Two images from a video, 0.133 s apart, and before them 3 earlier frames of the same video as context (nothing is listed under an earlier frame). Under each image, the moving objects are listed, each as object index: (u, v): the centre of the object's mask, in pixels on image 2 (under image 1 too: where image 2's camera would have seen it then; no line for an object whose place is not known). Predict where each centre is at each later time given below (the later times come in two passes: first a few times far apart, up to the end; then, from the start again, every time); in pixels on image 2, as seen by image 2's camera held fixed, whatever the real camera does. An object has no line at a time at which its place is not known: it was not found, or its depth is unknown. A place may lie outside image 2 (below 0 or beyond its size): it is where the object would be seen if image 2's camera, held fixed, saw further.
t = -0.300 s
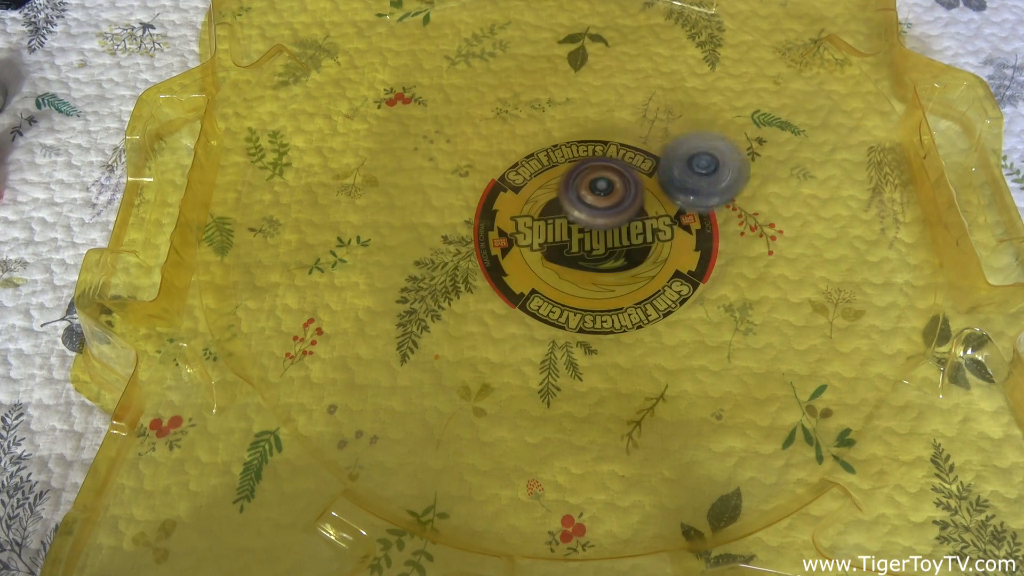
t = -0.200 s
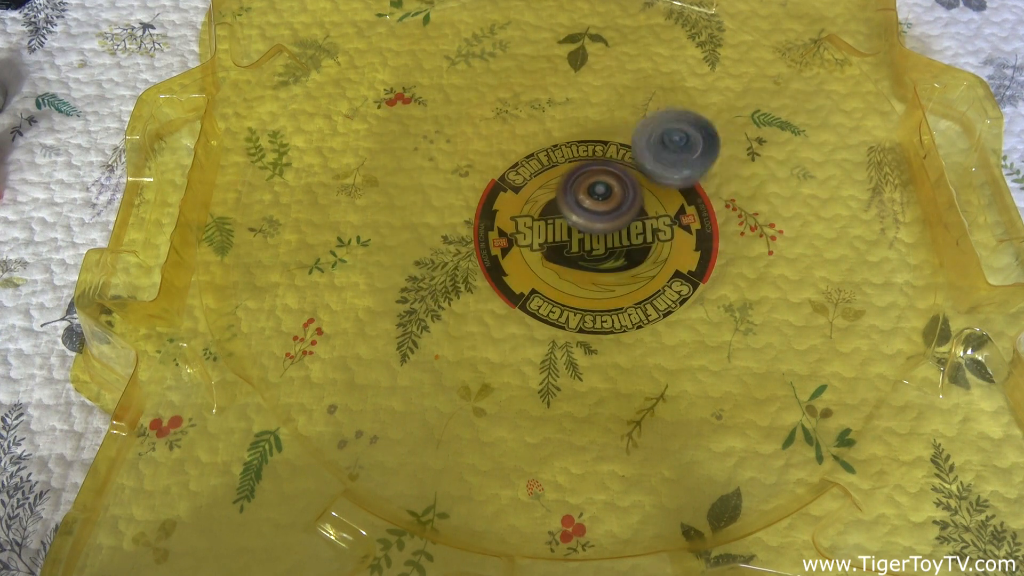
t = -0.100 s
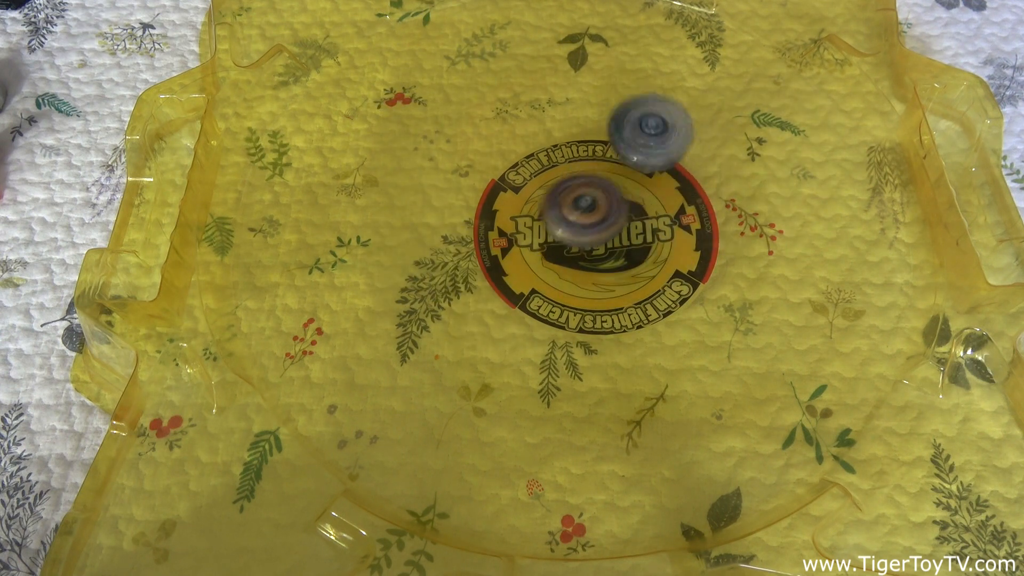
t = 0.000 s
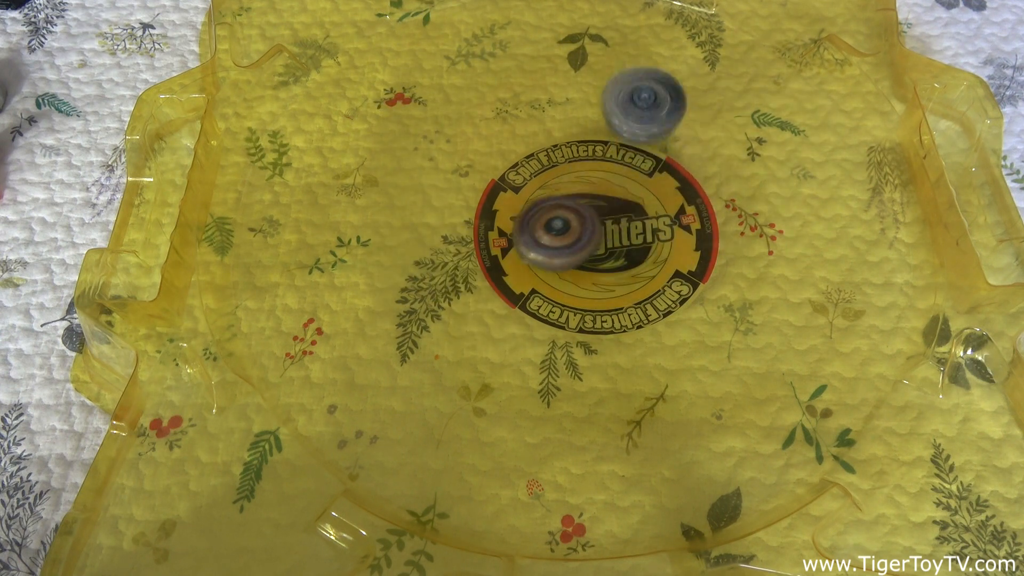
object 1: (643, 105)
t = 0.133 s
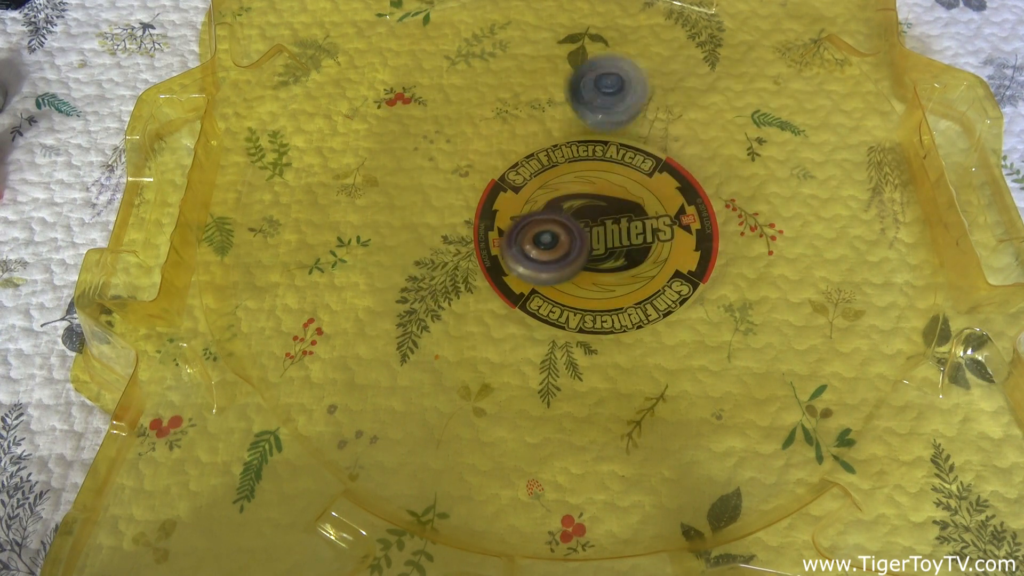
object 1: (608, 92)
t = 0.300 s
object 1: (572, 123)
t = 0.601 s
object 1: (648, 192)
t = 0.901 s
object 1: (742, 144)
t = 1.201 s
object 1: (701, 128)
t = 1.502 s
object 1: (593, 210)
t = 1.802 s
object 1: (625, 253)
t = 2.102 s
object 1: (638, 258)
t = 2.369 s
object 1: (707, 257)
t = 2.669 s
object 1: (777, 236)
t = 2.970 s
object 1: (740, 313)
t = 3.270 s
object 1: (626, 342)
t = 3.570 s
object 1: (535, 341)
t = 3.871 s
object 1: (487, 284)
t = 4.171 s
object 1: (449, 208)
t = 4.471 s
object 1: (502, 151)
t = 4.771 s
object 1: (594, 150)
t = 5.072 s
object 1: (655, 203)
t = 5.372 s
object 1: (652, 247)
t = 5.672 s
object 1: (622, 218)
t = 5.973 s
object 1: (665, 191)
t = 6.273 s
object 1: (690, 207)
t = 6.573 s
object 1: (636, 218)
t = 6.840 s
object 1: (604, 186)
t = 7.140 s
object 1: (604, 152)
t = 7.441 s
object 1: (606, 160)
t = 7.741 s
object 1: (585, 185)
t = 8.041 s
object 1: (565, 198)
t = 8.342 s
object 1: (559, 189)
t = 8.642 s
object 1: (571, 193)
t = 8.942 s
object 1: (594, 197)
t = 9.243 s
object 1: (611, 193)
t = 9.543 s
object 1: (627, 192)
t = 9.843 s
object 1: (625, 191)
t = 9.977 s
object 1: (634, 195)
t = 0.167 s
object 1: (597, 94)
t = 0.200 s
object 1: (588, 99)
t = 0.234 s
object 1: (581, 106)
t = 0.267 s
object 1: (576, 114)
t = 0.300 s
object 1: (572, 123)
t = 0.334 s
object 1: (571, 134)
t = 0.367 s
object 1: (571, 147)
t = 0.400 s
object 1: (572, 159)
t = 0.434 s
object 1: (574, 171)
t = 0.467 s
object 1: (579, 181)
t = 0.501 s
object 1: (586, 192)
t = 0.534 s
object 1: (601, 198)
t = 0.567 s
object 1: (625, 196)
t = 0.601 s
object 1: (648, 192)
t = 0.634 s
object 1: (667, 189)
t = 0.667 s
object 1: (681, 184)
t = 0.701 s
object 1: (693, 180)
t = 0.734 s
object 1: (703, 174)
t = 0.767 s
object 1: (711, 168)
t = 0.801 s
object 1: (718, 162)
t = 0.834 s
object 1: (727, 156)
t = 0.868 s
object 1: (735, 150)
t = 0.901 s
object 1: (742, 144)
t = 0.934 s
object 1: (747, 138)
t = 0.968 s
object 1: (750, 133)
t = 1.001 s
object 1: (750, 128)
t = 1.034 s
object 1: (747, 125)
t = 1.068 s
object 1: (743, 123)
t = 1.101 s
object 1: (735, 122)
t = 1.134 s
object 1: (726, 123)
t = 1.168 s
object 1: (714, 125)
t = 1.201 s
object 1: (701, 128)
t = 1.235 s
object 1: (687, 133)
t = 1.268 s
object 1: (673, 140)
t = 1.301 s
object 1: (659, 148)
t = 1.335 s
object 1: (647, 157)
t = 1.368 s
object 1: (634, 167)
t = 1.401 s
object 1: (623, 177)
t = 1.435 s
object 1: (612, 189)
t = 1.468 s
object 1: (602, 199)
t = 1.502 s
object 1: (593, 210)
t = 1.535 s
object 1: (589, 221)
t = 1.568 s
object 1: (600, 224)
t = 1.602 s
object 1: (607, 229)
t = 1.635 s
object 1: (611, 231)
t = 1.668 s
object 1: (613, 236)
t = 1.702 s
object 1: (615, 241)
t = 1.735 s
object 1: (620, 246)
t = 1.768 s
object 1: (623, 250)
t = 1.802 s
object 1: (625, 253)
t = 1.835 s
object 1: (628, 255)
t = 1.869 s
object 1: (630, 258)
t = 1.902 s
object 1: (632, 261)
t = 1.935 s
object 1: (636, 261)
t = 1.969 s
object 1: (637, 261)
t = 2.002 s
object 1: (638, 261)
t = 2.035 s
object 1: (639, 260)
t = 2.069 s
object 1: (638, 259)
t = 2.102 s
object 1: (638, 258)
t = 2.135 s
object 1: (636, 257)
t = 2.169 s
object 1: (635, 256)
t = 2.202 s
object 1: (634, 256)
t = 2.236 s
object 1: (631, 255)
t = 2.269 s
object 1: (629, 254)
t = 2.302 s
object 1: (641, 255)
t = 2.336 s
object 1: (678, 257)
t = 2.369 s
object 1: (707, 257)
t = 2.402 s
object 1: (726, 254)
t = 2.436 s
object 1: (738, 251)
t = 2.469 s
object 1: (747, 249)
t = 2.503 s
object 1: (754, 247)
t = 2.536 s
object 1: (759, 242)
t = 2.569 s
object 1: (760, 239)
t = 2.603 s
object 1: (764, 236)
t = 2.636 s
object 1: (772, 234)
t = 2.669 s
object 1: (777, 236)
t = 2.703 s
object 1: (781, 242)
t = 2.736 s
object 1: (782, 251)
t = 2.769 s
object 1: (782, 259)
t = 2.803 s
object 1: (777, 270)
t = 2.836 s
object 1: (772, 280)
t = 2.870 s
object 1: (768, 288)
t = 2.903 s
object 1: (759, 296)
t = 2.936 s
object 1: (749, 305)
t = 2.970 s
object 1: (740, 313)
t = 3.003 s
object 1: (729, 318)
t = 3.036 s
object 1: (716, 326)
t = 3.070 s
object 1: (705, 332)
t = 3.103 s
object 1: (694, 335)
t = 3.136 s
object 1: (680, 340)
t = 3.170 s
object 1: (666, 343)
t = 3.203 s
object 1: (654, 343)
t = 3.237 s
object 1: (639, 343)
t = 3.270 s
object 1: (626, 342)
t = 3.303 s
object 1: (613, 338)
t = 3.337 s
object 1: (598, 333)
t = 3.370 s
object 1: (584, 329)
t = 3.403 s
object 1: (575, 333)
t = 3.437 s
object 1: (566, 337)
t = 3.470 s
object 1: (558, 341)
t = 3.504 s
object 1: (551, 341)
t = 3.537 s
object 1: (542, 342)
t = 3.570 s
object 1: (535, 341)
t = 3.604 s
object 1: (527, 337)
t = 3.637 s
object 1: (519, 334)
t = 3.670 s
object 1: (513, 328)
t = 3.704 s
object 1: (506, 323)
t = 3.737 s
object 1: (501, 317)
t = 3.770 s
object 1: (497, 308)
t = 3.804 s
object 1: (493, 302)
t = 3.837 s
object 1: (491, 293)
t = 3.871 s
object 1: (487, 284)
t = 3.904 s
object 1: (478, 276)
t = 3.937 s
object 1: (469, 265)
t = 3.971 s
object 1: (462, 258)
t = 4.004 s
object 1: (458, 250)
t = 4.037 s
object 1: (454, 243)
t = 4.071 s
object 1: (450, 234)
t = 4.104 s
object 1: (449, 226)
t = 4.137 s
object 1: (448, 218)
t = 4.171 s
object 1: (449, 208)
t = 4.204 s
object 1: (451, 201)
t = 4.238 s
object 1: (455, 193)
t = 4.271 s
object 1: (458, 185)
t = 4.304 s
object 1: (463, 179)
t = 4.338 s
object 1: (468, 172)
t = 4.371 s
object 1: (475, 166)
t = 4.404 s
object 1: (483, 160)
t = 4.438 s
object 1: (491, 156)
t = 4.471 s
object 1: (502, 151)
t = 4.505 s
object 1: (511, 148)
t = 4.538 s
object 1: (521, 145)
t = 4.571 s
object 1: (532, 144)
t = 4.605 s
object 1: (543, 142)
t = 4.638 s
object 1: (554, 143)
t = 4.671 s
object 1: (564, 143)
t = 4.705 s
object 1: (574, 144)
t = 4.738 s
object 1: (585, 147)
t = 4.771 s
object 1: (594, 150)
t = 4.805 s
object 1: (602, 154)
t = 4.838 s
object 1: (612, 157)
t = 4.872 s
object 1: (620, 163)
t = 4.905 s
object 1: (627, 167)
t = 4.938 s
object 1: (633, 174)
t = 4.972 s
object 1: (640, 180)
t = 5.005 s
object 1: (645, 188)
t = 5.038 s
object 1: (650, 195)
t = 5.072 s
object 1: (655, 203)
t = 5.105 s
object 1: (667, 208)
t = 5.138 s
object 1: (673, 216)
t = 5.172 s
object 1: (674, 225)
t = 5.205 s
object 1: (672, 232)
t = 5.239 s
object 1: (670, 236)
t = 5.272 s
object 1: (669, 238)
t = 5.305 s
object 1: (665, 242)
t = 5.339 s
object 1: (660, 243)
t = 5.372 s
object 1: (652, 247)
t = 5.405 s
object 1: (645, 245)
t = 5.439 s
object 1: (639, 245)
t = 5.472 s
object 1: (634, 243)
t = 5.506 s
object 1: (631, 240)
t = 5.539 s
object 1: (626, 238)
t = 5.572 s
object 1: (625, 234)
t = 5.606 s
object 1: (621, 230)
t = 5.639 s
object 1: (621, 224)
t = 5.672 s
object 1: (622, 218)
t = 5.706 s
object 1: (623, 212)
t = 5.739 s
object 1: (627, 208)
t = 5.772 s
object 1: (629, 204)
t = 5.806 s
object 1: (633, 201)
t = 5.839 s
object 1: (636, 197)
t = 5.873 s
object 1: (643, 194)
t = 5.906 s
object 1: (650, 192)
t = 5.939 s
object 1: (657, 191)
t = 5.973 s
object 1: (665, 191)
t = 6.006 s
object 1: (669, 193)
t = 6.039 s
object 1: (678, 194)
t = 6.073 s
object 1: (683, 196)
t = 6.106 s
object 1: (688, 198)
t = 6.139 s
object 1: (691, 198)
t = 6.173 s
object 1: (692, 201)
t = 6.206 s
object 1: (693, 203)
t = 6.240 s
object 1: (691, 206)
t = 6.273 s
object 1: (690, 207)
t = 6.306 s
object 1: (686, 209)
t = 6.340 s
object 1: (681, 213)
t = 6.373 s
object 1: (678, 214)
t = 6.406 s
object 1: (671, 216)
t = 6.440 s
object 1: (662, 218)
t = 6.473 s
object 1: (655, 218)
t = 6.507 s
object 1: (647, 220)
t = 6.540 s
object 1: (641, 219)
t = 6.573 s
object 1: (636, 218)
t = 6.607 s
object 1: (627, 218)
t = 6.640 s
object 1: (621, 215)
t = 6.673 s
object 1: (617, 212)
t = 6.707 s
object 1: (612, 208)
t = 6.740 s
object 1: (611, 204)
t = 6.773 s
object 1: (607, 199)
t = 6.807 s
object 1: (605, 194)
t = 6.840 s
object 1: (604, 186)
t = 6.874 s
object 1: (602, 182)
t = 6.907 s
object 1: (603, 177)
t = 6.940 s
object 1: (603, 173)
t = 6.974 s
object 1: (601, 169)
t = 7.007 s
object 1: (603, 163)
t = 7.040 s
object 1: (605, 158)
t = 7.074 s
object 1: (605, 156)
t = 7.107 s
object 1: (606, 154)
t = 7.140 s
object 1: (604, 152)
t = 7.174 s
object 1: (605, 151)
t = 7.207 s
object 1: (608, 151)
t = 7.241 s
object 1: (606, 151)
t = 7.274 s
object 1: (607, 151)
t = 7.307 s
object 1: (608, 152)
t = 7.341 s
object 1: (608, 154)
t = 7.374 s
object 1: (608, 155)
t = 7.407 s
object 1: (608, 157)
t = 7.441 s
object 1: (606, 160)
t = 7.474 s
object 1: (606, 162)
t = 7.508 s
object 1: (605, 164)
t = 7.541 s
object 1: (602, 168)
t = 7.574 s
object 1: (600, 169)
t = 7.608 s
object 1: (598, 172)
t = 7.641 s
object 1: (594, 176)
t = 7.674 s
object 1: (591, 178)
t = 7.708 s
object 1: (588, 181)
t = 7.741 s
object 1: (585, 185)
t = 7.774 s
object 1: (582, 187)
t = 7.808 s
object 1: (579, 189)
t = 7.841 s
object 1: (576, 192)
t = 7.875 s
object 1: (573, 194)
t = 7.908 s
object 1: (572, 194)
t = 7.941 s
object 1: (570, 196)
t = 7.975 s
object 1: (567, 197)
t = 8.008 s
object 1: (568, 198)
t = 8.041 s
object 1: (565, 198)
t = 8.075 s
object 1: (563, 199)
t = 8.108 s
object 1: (564, 198)
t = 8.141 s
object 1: (563, 197)
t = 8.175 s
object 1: (561, 198)
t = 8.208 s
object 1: (564, 197)
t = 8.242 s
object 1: (563, 198)
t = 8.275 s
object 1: (559, 195)
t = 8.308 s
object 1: (557, 192)
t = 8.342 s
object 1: (559, 189)
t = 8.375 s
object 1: (560, 186)
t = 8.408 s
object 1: (562, 186)
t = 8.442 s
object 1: (564, 186)
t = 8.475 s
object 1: (564, 186)
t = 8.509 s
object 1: (562, 186)
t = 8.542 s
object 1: (562, 186)
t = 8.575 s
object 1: (566, 186)
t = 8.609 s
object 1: (569, 188)
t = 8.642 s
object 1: (571, 193)
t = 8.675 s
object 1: (574, 195)
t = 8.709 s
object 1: (575, 196)
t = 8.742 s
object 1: (576, 198)
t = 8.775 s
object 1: (576, 199)
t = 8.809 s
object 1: (579, 199)
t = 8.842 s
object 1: (581, 197)
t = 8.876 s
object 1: (585, 195)
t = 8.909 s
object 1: (590, 197)
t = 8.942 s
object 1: (594, 197)
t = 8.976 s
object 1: (595, 196)
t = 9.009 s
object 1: (596, 197)
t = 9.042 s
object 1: (595, 198)
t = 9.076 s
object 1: (593, 199)
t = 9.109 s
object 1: (591, 200)
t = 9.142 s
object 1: (591, 200)
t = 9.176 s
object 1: (594, 199)
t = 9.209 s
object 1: (597, 200)
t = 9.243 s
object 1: (611, 193)
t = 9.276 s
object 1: (621, 186)
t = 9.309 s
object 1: (629, 182)
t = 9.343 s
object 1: (635, 180)
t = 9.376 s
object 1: (639, 181)
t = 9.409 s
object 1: (639, 182)
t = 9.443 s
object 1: (638, 184)
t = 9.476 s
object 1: (632, 189)
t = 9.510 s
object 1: (629, 191)
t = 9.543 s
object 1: (627, 192)
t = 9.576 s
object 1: (626, 191)
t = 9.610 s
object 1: (626, 191)
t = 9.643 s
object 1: (625, 191)
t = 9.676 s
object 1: (625, 191)
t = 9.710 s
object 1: (625, 191)
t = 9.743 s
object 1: (625, 191)
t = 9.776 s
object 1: (625, 191)
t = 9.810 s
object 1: (625, 191)
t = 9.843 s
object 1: (625, 191)
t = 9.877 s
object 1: (625, 191)
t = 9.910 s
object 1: (625, 191)
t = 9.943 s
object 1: (630, 191)
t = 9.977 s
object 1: (634, 195)
